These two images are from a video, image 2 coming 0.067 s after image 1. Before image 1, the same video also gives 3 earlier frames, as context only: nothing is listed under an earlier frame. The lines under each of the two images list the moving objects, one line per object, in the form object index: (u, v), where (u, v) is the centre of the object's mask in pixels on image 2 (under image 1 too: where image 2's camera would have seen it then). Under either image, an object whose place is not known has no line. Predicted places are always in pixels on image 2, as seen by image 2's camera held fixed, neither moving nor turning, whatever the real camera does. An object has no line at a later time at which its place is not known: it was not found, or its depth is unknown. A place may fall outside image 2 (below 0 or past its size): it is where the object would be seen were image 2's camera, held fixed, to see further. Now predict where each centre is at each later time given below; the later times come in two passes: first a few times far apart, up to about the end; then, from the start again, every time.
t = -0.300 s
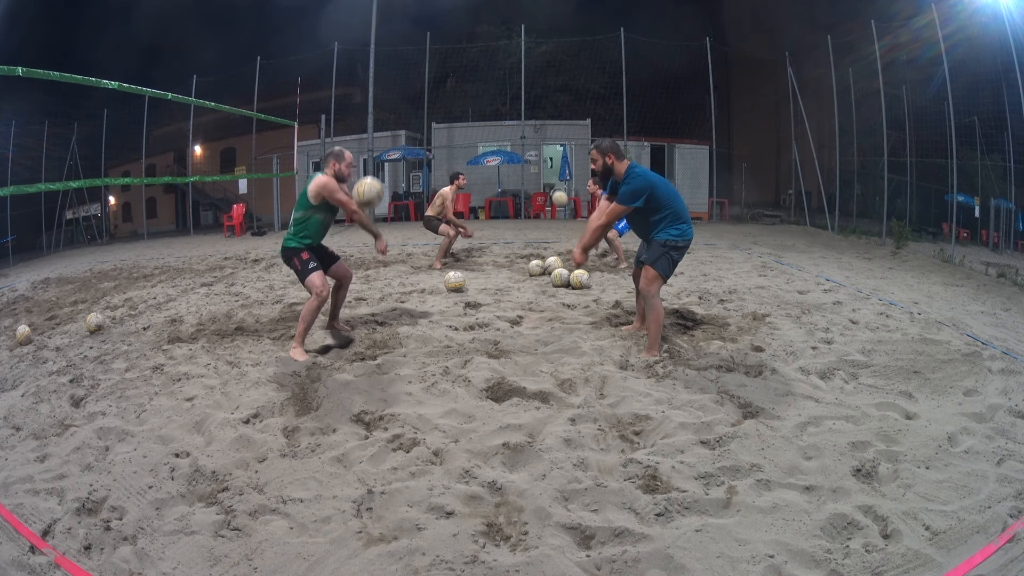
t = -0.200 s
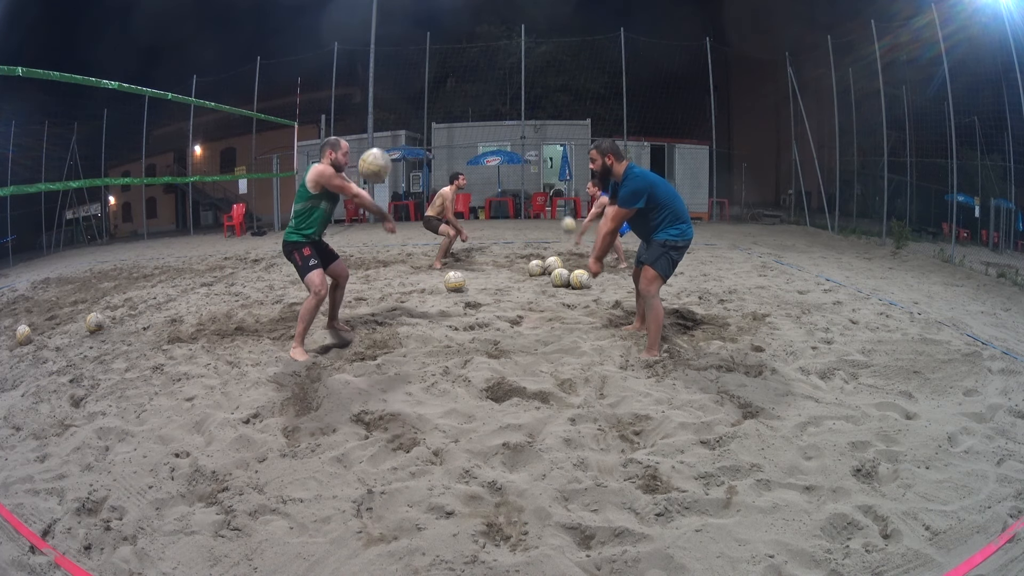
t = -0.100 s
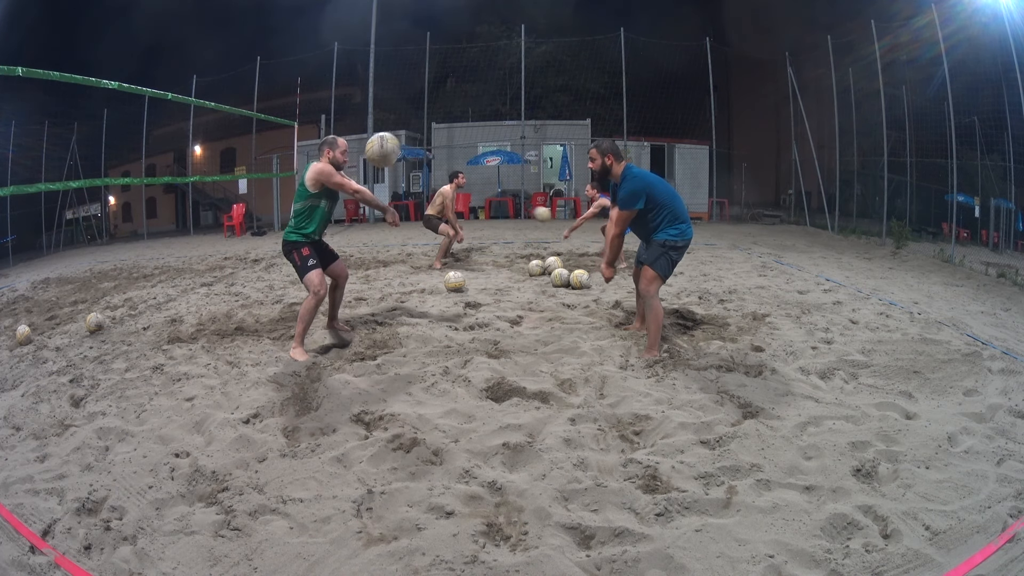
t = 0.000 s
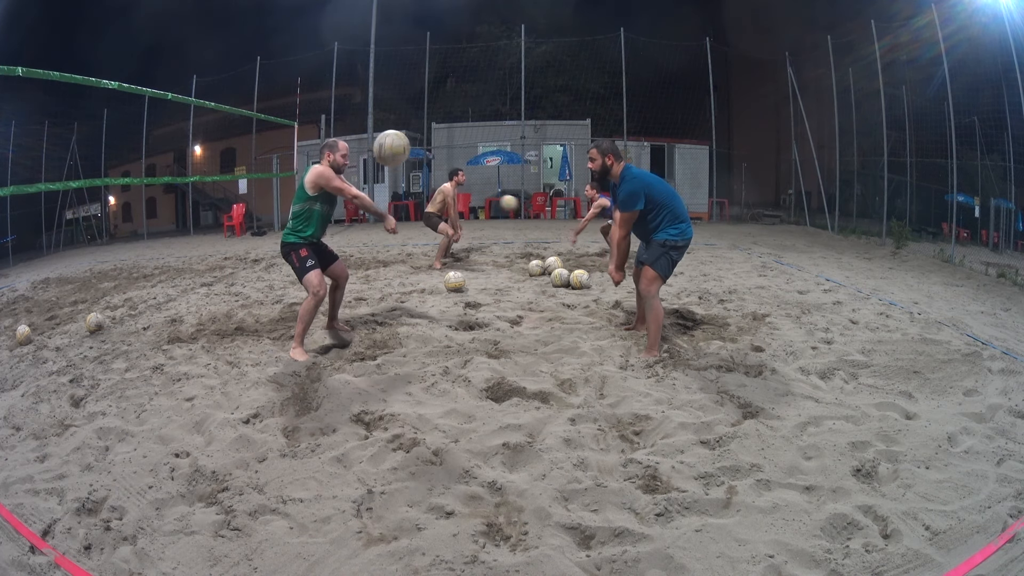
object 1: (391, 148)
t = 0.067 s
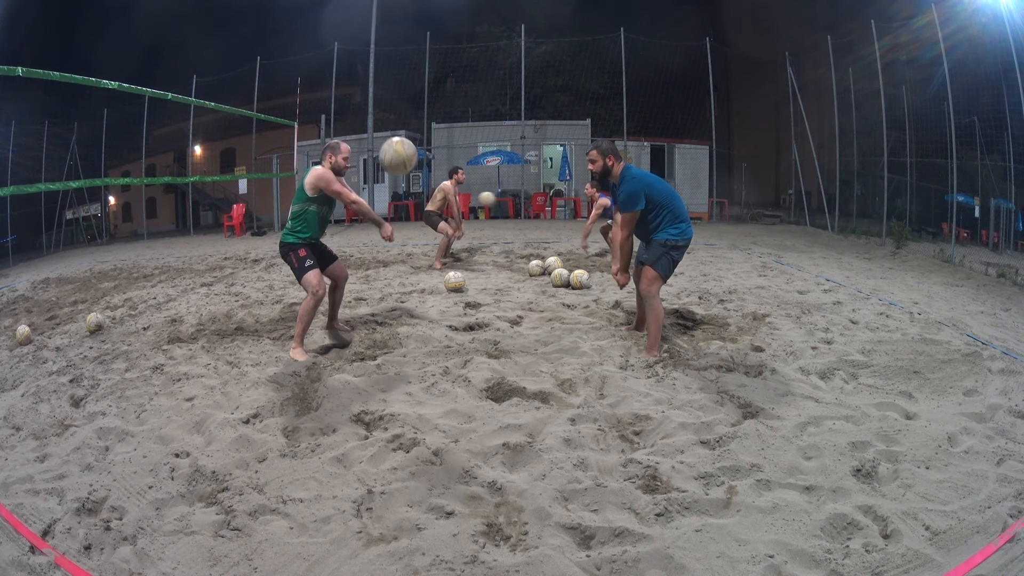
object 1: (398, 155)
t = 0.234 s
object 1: (416, 215)
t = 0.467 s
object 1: (451, 381)
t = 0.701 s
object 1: (469, 357)
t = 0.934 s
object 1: (490, 431)
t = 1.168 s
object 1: (493, 456)
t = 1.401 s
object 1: (505, 491)
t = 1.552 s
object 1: (523, 509)
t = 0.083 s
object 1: (400, 159)
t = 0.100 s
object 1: (402, 162)
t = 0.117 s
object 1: (403, 167)
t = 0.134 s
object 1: (405, 172)
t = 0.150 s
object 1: (407, 178)
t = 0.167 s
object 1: (409, 184)
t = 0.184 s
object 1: (411, 191)
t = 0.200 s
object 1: (412, 198)
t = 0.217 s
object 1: (414, 206)
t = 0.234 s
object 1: (416, 215)
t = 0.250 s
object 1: (418, 224)
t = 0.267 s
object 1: (421, 233)
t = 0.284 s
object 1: (423, 244)
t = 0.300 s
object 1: (426, 255)
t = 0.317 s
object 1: (428, 267)
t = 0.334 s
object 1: (430, 280)
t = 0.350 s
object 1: (433, 294)
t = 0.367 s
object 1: (437, 306)
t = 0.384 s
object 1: (439, 322)
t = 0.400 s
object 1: (441, 337)
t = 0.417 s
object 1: (444, 353)
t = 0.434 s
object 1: (448, 369)
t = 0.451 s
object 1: (451, 384)
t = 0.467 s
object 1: (451, 381)
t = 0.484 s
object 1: (452, 375)
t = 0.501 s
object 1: (453, 371)
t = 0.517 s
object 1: (454, 367)
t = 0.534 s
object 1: (455, 363)
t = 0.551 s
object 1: (456, 361)
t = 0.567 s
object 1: (457, 358)
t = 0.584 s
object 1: (459, 356)
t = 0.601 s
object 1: (460, 354)
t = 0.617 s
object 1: (461, 354)
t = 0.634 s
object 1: (463, 353)
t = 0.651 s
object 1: (464, 353)
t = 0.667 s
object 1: (465, 354)
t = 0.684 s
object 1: (467, 355)
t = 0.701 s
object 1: (469, 357)
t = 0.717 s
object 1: (470, 360)
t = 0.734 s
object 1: (472, 363)
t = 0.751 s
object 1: (474, 367)
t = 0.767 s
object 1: (475, 371)
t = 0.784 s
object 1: (477, 376)
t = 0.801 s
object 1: (479, 381)
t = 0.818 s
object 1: (480, 388)
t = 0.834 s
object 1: (482, 394)
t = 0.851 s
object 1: (485, 403)
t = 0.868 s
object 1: (488, 415)
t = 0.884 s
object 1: (488, 422)
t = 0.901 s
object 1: (490, 427)
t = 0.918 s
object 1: (489, 429)
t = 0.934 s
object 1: (490, 431)
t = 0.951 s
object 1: (490, 434)
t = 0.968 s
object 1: (490, 436)
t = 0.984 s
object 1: (490, 440)
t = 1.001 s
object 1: (490, 442)
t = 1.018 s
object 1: (490, 444)
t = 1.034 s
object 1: (490, 445)
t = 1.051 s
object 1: (490, 446)
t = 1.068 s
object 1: (490, 447)
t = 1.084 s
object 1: (491, 448)
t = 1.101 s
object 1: (491, 449)
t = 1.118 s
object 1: (492, 451)
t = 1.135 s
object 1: (492, 453)
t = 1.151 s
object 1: (492, 455)
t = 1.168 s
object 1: (493, 456)
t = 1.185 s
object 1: (493, 458)
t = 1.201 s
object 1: (493, 460)
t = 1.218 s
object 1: (494, 464)
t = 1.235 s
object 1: (494, 466)
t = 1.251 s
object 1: (495, 470)
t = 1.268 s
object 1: (495, 472)
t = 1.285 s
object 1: (497, 474)
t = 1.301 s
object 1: (498, 476)
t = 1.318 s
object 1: (500, 479)
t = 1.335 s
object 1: (500, 480)
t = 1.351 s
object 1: (501, 482)
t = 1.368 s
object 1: (502, 485)
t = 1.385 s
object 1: (504, 488)
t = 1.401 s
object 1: (505, 491)
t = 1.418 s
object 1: (508, 493)
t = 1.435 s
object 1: (509, 495)
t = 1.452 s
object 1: (511, 498)
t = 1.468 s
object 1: (512, 499)
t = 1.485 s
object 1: (515, 501)
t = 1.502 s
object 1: (518, 504)
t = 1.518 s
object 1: (519, 506)
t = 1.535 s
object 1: (521, 507)
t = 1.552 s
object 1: (523, 509)
